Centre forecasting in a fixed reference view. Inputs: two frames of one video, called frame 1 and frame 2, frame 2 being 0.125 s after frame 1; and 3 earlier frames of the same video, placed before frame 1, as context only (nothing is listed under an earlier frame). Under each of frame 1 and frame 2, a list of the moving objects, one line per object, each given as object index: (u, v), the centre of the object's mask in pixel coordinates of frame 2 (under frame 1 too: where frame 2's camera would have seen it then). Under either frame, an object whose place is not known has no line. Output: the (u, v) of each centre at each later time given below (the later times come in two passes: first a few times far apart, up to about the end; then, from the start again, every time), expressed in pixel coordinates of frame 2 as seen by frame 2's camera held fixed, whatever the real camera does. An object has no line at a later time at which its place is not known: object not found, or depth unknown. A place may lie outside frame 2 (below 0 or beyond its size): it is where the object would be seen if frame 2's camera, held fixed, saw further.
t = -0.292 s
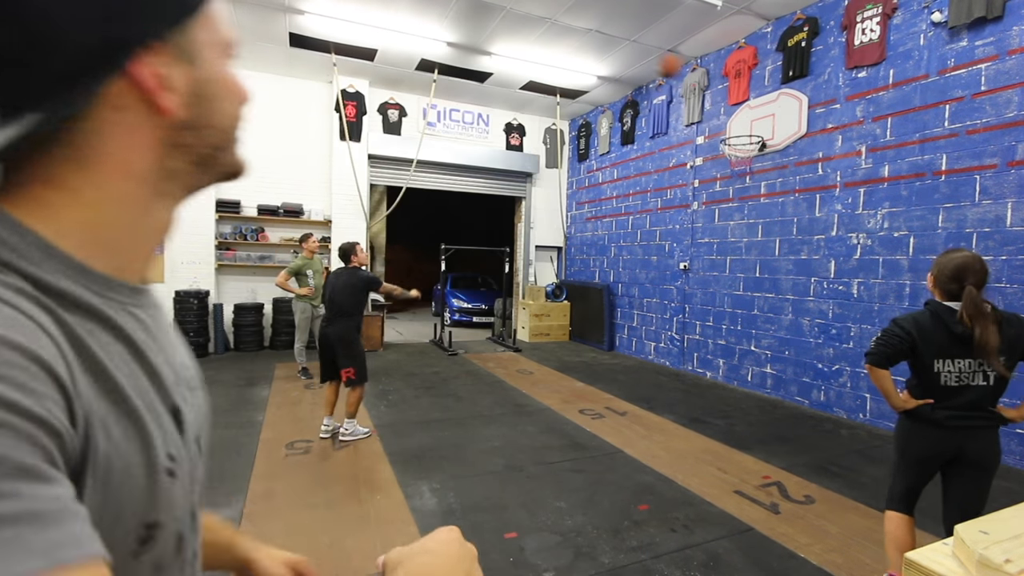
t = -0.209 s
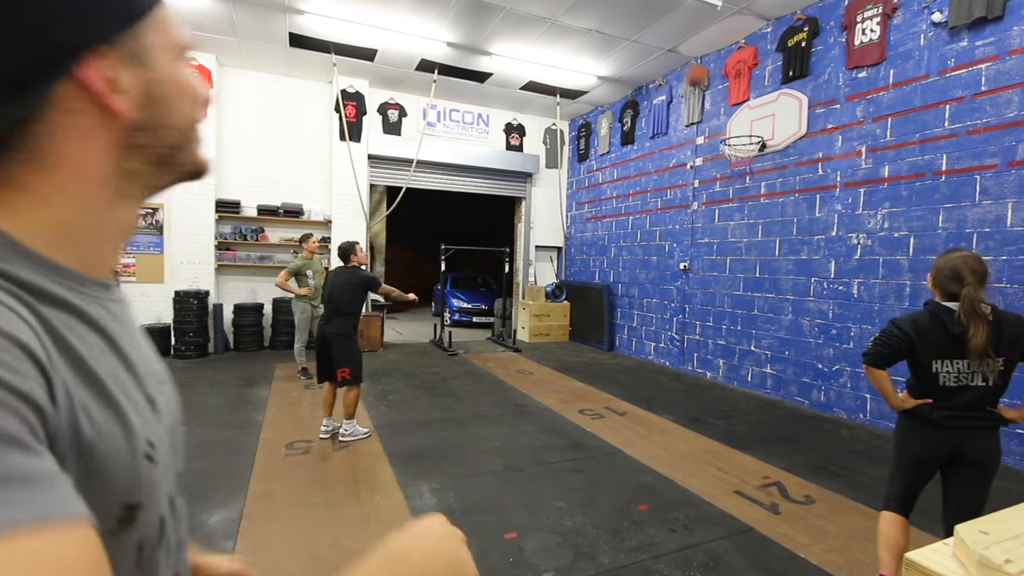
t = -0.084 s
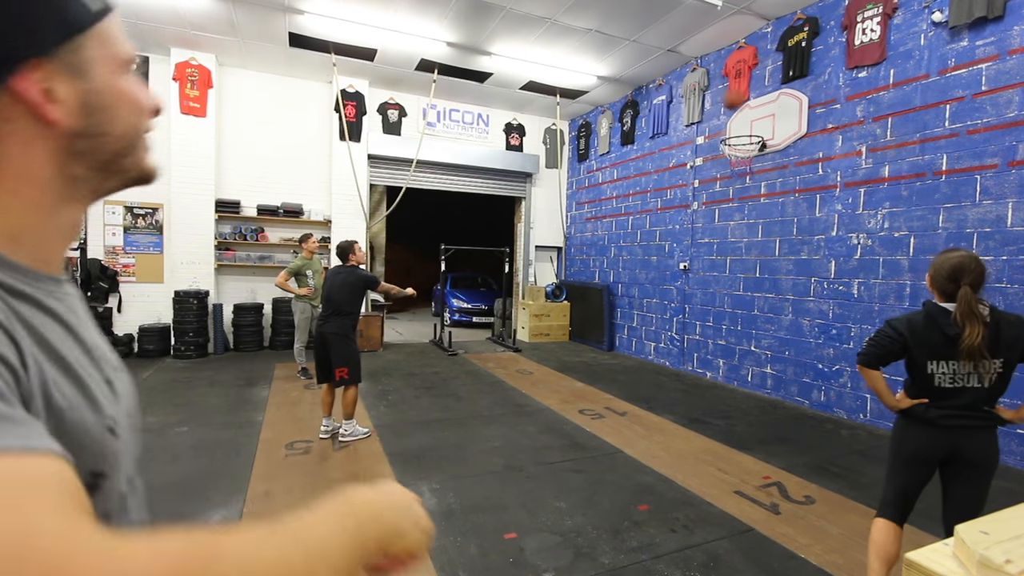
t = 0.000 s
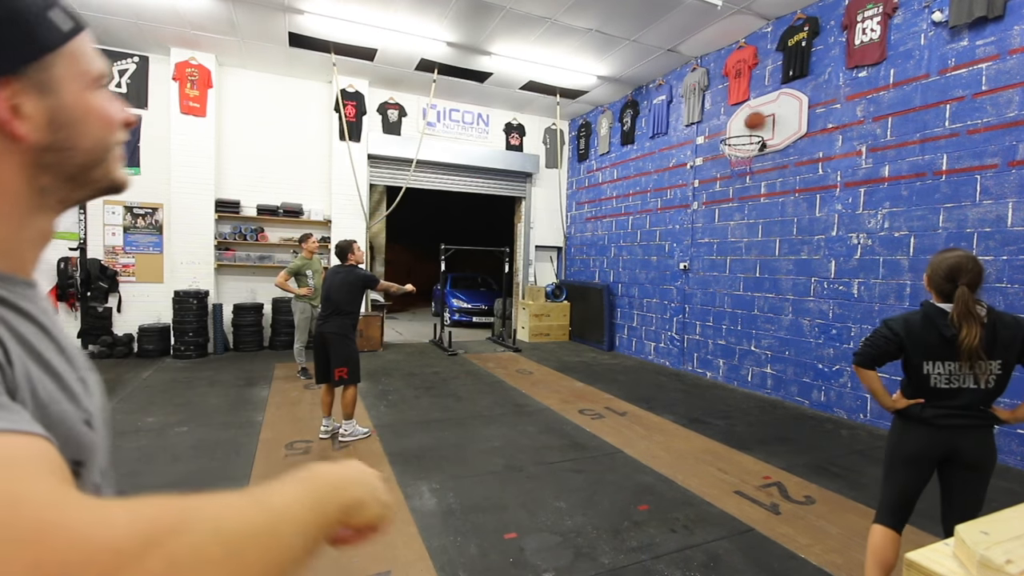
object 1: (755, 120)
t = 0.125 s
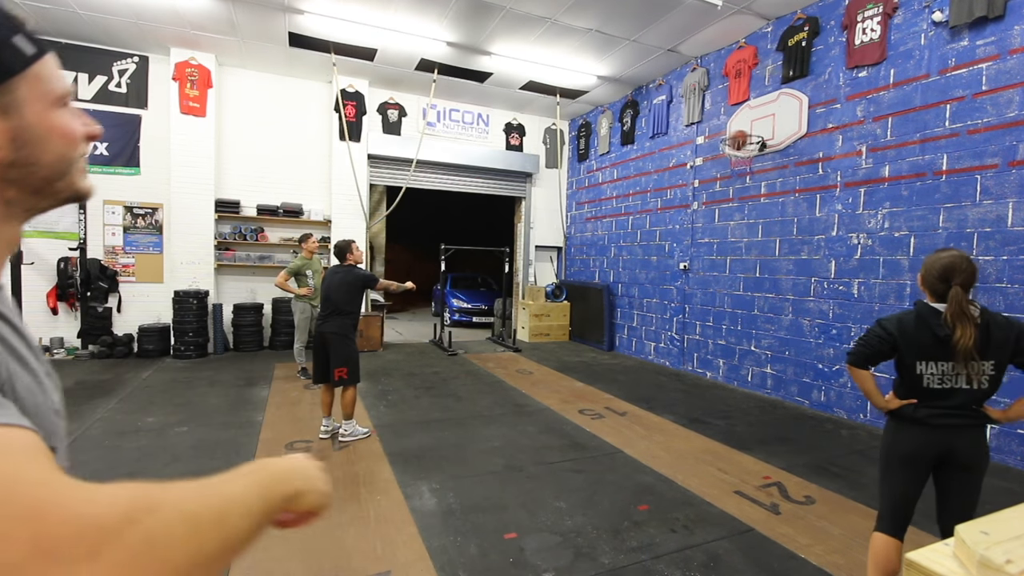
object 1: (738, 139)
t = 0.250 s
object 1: (735, 155)
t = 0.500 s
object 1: (719, 171)
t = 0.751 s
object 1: (710, 228)
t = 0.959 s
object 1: (700, 315)
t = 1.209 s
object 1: (705, 337)
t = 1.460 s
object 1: (728, 267)
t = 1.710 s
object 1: (749, 247)
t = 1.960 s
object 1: (767, 279)
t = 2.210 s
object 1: (782, 364)
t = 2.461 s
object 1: (770, 354)
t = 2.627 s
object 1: (761, 335)
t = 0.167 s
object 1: (749, 142)
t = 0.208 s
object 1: (743, 147)
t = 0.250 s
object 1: (735, 155)
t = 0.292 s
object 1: (726, 160)
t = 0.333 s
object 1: (723, 162)
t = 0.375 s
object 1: (722, 161)
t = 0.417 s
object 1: (721, 163)
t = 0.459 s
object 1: (720, 165)
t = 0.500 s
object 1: (719, 171)
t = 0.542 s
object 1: (718, 176)
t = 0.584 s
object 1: (716, 183)
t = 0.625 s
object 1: (714, 193)
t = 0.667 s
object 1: (714, 202)
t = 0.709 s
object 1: (712, 214)
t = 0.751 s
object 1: (710, 228)
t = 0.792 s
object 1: (709, 242)
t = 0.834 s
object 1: (706, 258)
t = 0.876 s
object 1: (704, 277)
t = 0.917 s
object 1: (702, 295)
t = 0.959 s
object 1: (700, 315)
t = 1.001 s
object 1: (699, 337)
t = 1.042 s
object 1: (696, 359)
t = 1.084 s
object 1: (694, 384)
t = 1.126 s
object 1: (696, 372)
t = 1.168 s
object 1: (701, 353)
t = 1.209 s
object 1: (705, 337)
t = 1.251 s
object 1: (709, 322)
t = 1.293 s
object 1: (713, 308)
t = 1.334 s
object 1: (717, 296)
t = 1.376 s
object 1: (720, 285)
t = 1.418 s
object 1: (724, 275)
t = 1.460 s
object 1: (728, 267)
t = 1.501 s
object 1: (732, 260)
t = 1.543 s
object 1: (735, 254)
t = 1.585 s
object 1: (739, 251)
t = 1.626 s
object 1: (742, 248)
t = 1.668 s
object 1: (745, 247)
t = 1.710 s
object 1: (749, 247)
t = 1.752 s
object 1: (752, 249)
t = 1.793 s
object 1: (755, 252)
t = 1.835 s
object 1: (758, 256)
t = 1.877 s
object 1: (761, 262)
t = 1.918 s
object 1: (764, 270)
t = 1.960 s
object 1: (767, 279)
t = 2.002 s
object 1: (770, 289)
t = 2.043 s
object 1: (773, 301)
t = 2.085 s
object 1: (775, 314)
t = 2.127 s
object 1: (778, 330)
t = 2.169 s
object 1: (780, 347)
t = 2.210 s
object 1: (782, 364)
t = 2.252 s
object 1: (781, 378)
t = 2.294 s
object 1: (780, 393)
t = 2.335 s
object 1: (777, 384)
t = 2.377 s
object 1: (774, 372)
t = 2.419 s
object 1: (773, 363)
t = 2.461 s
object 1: (770, 354)
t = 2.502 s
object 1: (767, 347)
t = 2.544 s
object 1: (765, 342)
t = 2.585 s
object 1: (763, 338)
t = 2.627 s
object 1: (761, 335)
